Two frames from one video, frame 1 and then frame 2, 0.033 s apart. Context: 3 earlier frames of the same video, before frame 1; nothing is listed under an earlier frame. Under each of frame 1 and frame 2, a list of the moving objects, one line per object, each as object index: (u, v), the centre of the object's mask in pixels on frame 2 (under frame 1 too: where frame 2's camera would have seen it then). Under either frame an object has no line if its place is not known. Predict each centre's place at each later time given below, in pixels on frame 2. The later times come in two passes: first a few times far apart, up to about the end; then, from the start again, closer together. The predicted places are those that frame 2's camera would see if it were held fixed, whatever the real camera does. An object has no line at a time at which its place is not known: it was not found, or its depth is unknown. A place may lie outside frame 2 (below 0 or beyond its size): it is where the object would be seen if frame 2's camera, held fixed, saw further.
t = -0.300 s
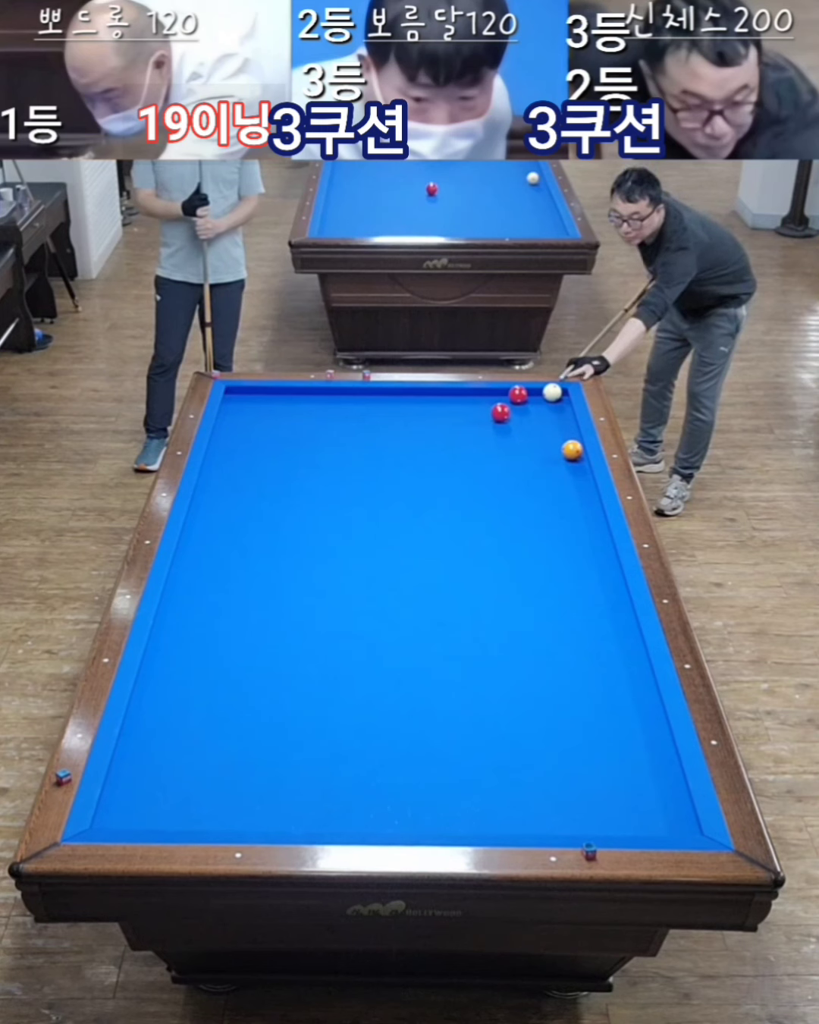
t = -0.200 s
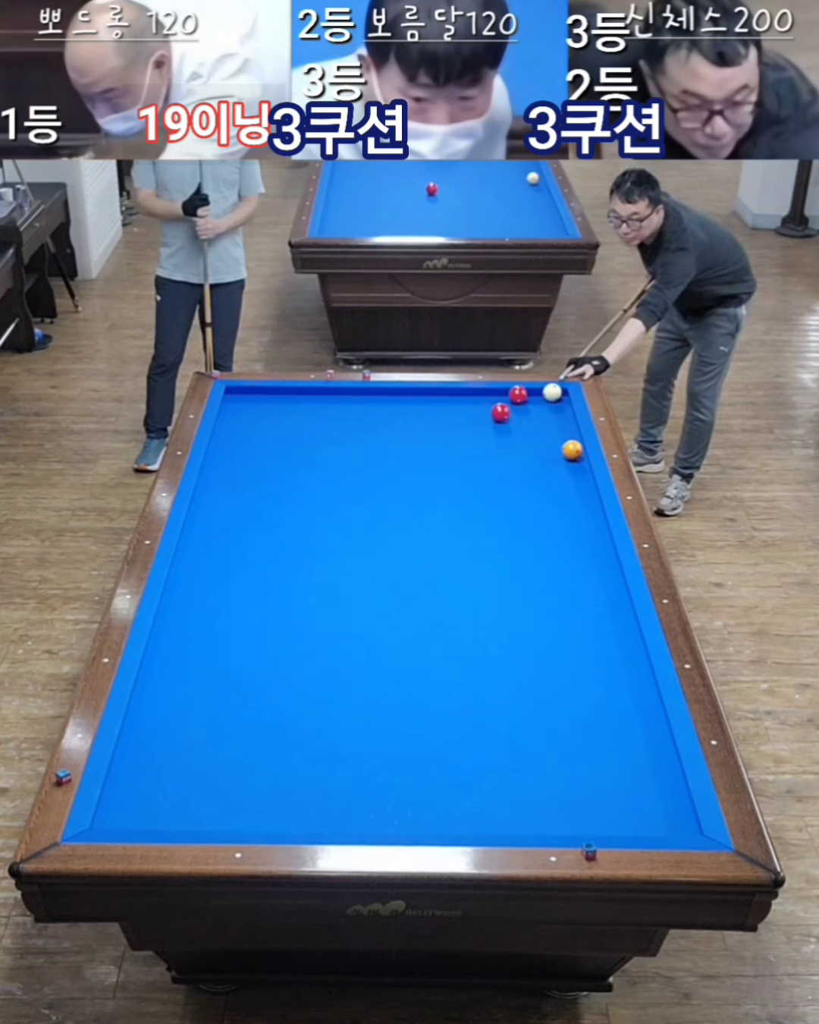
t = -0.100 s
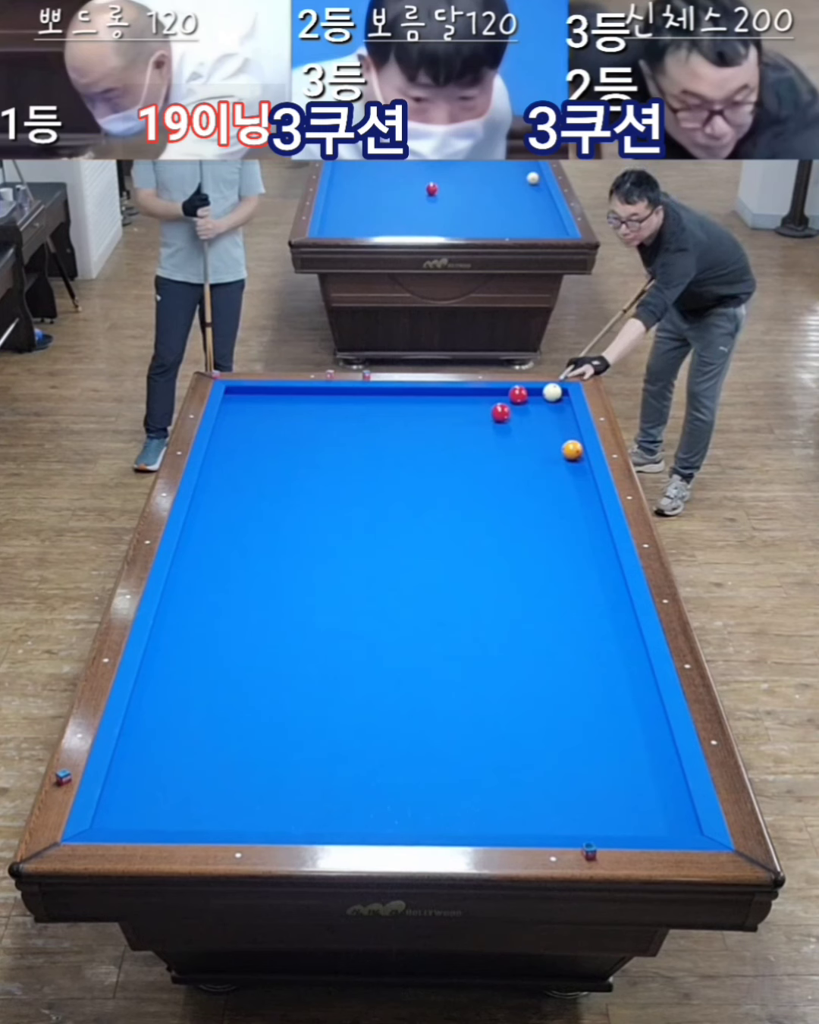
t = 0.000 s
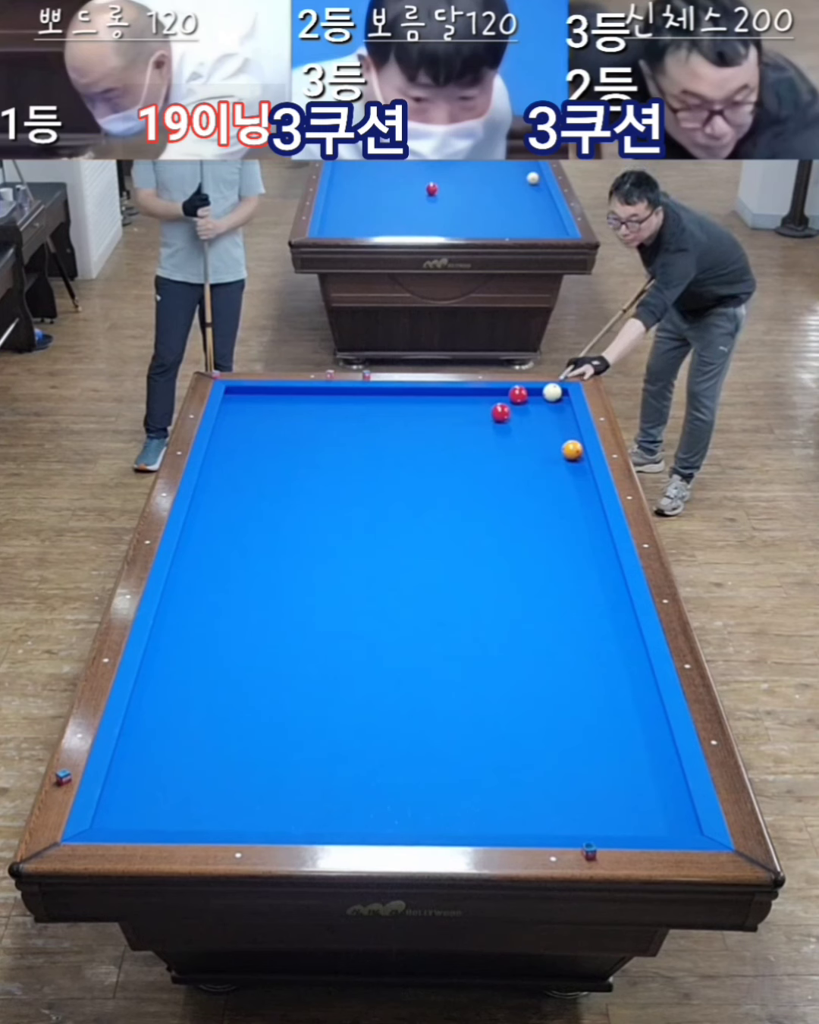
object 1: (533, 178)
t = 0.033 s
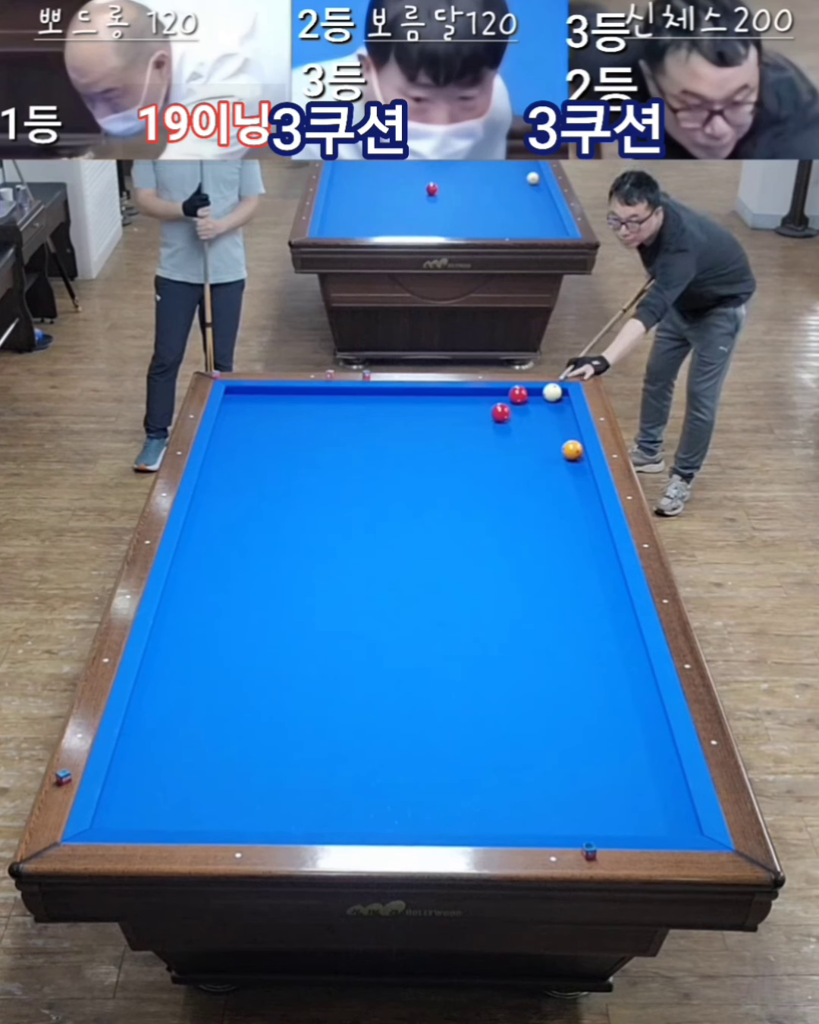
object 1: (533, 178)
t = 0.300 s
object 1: (533, 178)
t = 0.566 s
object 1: (533, 178)
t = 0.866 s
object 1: (532, 177)
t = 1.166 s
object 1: (509, 163)
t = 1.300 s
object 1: (500, 160)
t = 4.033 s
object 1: (442, 162)
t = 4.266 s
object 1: (441, 163)
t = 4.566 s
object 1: (438, 164)
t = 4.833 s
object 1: (435, 166)
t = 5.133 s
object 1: (433, 168)
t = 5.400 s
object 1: (431, 170)
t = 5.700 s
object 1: (430, 172)
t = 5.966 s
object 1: (428, 173)
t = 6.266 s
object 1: (427, 175)
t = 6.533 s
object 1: (426, 176)
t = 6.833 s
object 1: (425, 178)
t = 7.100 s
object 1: (425, 179)
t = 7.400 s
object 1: (424, 180)
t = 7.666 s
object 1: (424, 181)
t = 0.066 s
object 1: (533, 178)
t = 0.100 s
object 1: (533, 178)
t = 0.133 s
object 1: (533, 178)
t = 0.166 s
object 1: (533, 178)
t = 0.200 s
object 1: (533, 178)
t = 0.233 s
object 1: (533, 178)
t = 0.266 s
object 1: (533, 178)
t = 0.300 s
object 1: (533, 178)
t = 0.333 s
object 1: (533, 178)
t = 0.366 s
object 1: (533, 178)
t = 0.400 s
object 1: (533, 178)
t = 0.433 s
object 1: (533, 178)
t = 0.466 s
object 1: (533, 178)
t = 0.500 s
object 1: (533, 178)
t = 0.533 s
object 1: (533, 178)
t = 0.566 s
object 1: (533, 178)
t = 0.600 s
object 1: (533, 178)
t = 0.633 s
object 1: (533, 178)
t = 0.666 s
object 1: (533, 178)
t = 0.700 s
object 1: (533, 178)
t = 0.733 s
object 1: (533, 178)
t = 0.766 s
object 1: (533, 178)
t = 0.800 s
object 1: (533, 177)
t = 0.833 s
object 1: (533, 177)
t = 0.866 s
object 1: (532, 177)
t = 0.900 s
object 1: (529, 175)
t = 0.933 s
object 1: (527, 174)
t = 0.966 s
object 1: (524, 172)
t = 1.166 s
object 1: (509, 163)
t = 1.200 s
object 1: (507, 163)
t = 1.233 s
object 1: (504, 162)
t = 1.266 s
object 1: (502, 161)
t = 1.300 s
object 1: (500, 160)
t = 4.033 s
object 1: (442, 162)
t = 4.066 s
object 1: (442, 163)
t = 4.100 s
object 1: (442, 163)
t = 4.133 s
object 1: (442, 163)
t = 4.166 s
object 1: (441, 163)
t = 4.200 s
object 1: (441, 163)
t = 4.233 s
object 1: (441, 163)
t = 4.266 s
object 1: (441, 163)
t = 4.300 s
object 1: (440, 163)
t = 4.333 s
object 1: (440, 164)
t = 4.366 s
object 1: (440, 164)
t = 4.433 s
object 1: (440, 164)
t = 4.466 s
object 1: (439, 164)
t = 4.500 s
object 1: (439, 165)
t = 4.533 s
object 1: (438, 164)
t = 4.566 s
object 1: (438, 164)
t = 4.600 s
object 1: (438, 164)
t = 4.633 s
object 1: (438, 165)
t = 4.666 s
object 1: (437, 165)
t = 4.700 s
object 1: (437, 165)
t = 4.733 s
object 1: (437, 165)
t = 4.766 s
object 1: (436, 166)
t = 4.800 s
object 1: (436, 166)
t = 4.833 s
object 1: (435, 166)
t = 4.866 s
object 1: (435, 166)
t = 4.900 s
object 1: (435, 166)
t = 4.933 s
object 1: (435, 167)
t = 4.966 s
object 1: (435, 167)
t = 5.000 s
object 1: (434, 167)
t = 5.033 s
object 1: (434, 167)
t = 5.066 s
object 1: (434, 168)
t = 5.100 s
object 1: (433, 168)
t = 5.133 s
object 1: (433, 168)
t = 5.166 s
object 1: (433, 168)
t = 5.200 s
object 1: (433, 168)
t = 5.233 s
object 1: (433, 169)
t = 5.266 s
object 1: (432, 169)
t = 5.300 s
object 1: (432, 169)
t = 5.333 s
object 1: (432, 170)
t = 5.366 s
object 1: (432, 170)
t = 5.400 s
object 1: (431, 170)
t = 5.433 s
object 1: (431, 170)
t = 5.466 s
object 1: (431, 170)
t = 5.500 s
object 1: (431, 170)
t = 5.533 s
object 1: (431, 170)
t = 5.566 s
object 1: (430, 171)
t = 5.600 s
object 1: (430, 171)
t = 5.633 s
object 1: (430, 171)
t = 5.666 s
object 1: (430, 172)
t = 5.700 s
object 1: (430, 172)
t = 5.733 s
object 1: (429, 172)
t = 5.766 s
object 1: (430, 172)
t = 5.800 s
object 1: (429, 172)
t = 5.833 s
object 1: (429, 172)
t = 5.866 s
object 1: (429, 173)
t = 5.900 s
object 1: (429, 173)
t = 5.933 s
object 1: (428, 173)
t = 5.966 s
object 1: (428, 173)
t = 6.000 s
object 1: (428, 173)
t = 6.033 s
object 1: (428, 174)
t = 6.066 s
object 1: (428, 174)
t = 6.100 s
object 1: (428, 174)
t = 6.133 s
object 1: (428, 174)
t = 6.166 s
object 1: (427, 175)
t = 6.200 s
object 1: (427, 175)
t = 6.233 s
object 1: (427, 175)
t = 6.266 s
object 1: (427, 175)
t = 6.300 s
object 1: (427, 175)
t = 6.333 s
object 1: (427, 175)
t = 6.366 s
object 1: (426, 176)
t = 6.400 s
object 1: (426, 176)
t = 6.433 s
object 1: (426, 176)
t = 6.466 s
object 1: (426, 176)
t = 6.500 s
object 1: (426, 176)
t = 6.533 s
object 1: (426, 176)
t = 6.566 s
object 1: (426, 177)
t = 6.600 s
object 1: (426, 177)
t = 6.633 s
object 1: (426, 177)
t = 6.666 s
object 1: (426, 177)
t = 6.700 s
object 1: (426, 177)
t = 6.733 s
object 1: (425, 178)
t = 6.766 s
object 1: (425, 178)
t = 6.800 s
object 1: (425, 178)
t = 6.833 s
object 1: (425, 178)
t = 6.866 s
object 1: (425, 178)
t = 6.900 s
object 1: (425, 178)
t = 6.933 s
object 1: (425, 178)
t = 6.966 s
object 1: (425, 179)
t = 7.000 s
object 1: (425, 179)
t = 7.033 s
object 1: (425, 179)
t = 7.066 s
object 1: (425, 179)
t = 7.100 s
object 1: (425, 179)
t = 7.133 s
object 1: (425, 180)
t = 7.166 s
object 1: (425, 180)
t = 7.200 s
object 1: (425, 180)
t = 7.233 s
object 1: (425, 180)
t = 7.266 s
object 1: (425, 180)
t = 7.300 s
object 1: (424, 180)
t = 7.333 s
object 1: (424, 180)
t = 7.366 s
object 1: (424, 180)
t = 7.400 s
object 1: (424, 180)
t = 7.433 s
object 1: (424, 181)
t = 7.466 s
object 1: (424, 181)
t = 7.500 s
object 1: (424, 181)
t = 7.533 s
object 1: (424, 181)
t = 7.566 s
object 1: (424, 181)
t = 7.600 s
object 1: (424, 181)
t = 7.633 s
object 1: (424, 181)
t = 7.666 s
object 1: (424, 181)
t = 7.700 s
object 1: (424, 182)
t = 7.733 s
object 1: (424, 182)
